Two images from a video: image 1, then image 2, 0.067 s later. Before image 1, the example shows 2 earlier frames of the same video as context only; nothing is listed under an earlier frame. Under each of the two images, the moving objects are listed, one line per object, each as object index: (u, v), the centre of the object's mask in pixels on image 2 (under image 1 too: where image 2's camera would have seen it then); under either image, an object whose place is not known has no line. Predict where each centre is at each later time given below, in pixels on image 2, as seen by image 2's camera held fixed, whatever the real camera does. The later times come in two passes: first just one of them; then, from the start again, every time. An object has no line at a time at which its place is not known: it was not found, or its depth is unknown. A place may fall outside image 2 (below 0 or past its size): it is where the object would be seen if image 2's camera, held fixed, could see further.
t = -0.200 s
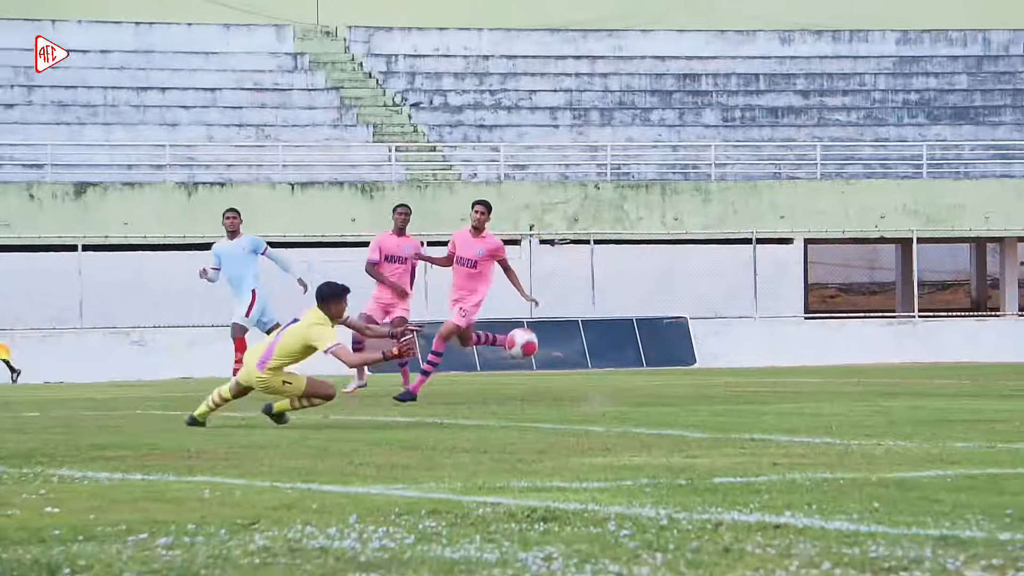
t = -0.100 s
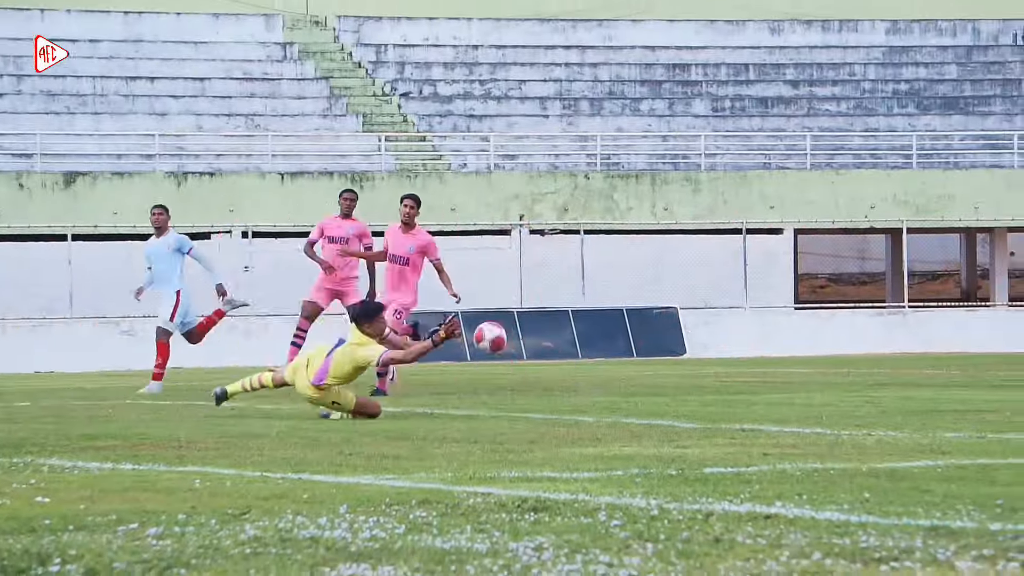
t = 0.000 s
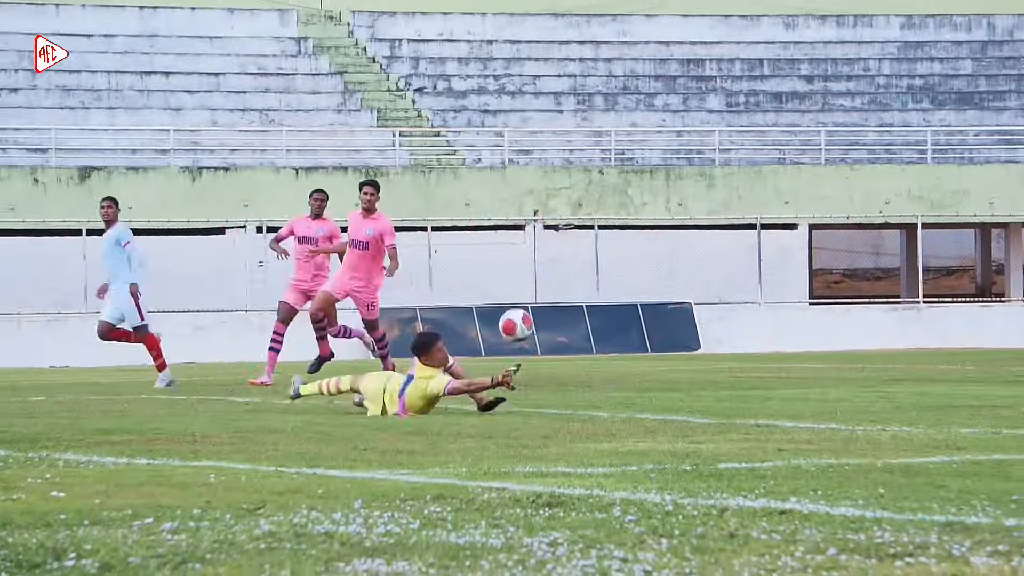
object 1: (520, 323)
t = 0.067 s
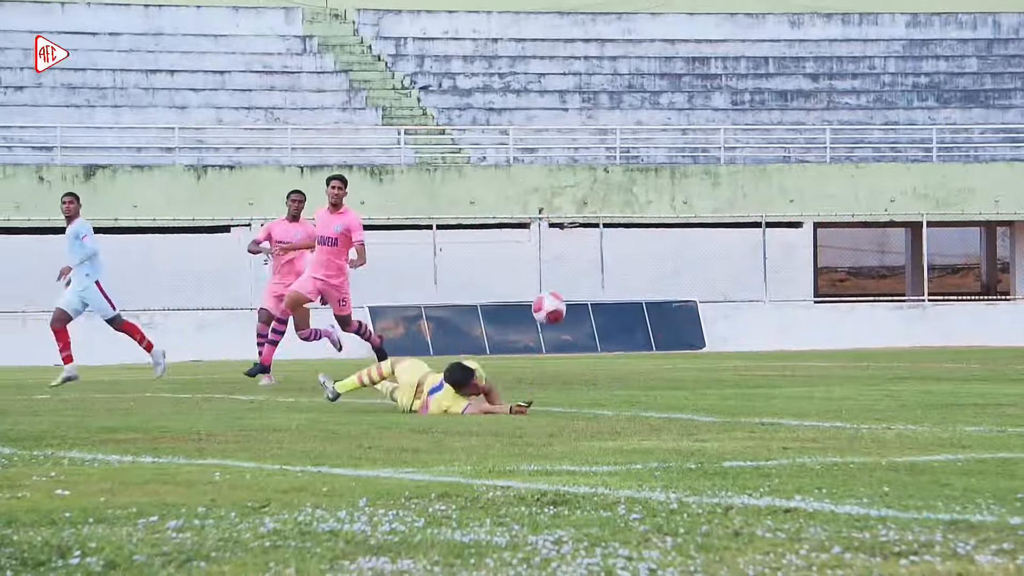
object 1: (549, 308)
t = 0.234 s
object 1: (620, 299)
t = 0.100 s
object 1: (562, 303)
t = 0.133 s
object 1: (576, 300)
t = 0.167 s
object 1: (590, 298)
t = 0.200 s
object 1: (605, 298)
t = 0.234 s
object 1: (620, 299)
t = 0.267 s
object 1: (634, 302)
